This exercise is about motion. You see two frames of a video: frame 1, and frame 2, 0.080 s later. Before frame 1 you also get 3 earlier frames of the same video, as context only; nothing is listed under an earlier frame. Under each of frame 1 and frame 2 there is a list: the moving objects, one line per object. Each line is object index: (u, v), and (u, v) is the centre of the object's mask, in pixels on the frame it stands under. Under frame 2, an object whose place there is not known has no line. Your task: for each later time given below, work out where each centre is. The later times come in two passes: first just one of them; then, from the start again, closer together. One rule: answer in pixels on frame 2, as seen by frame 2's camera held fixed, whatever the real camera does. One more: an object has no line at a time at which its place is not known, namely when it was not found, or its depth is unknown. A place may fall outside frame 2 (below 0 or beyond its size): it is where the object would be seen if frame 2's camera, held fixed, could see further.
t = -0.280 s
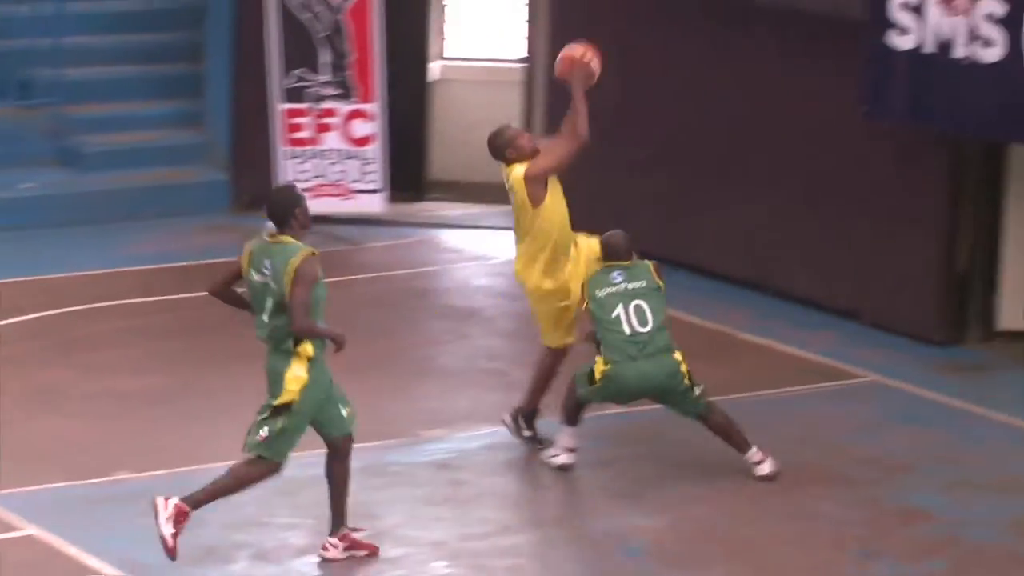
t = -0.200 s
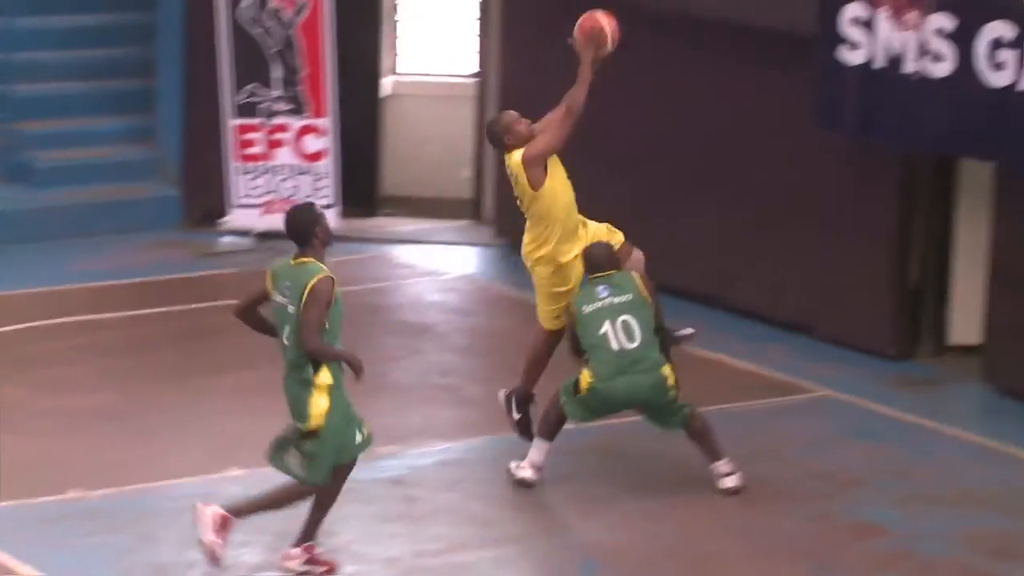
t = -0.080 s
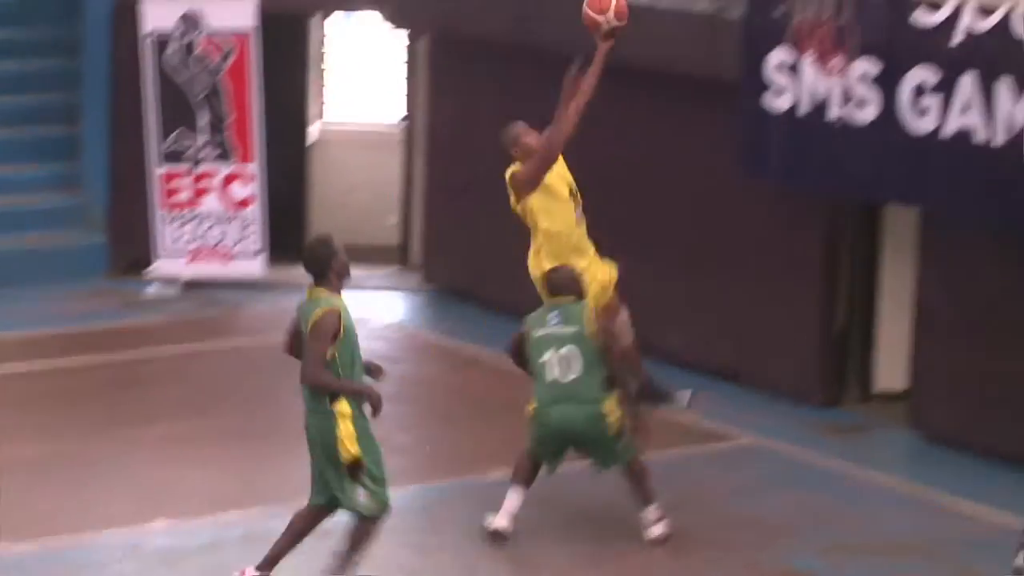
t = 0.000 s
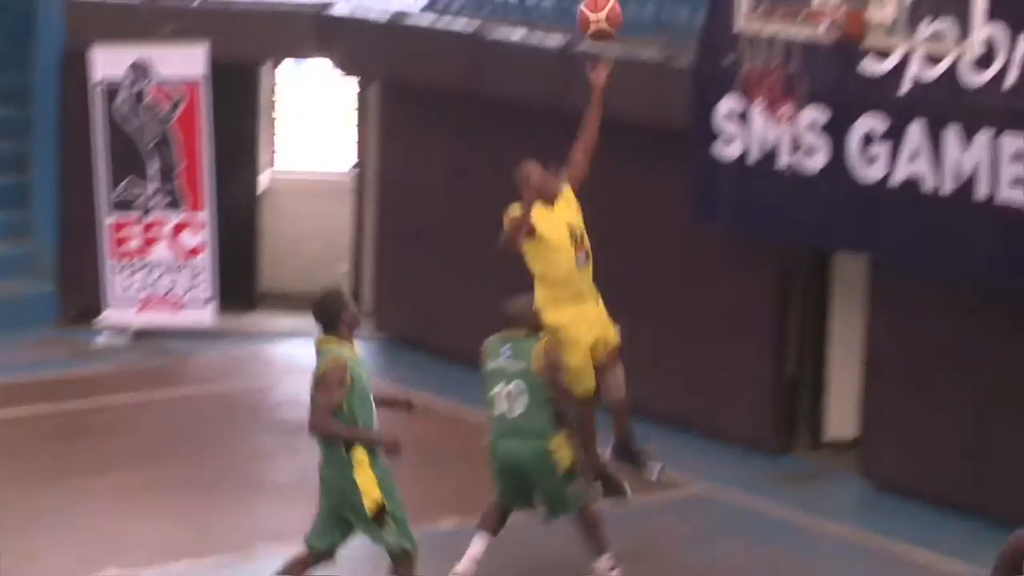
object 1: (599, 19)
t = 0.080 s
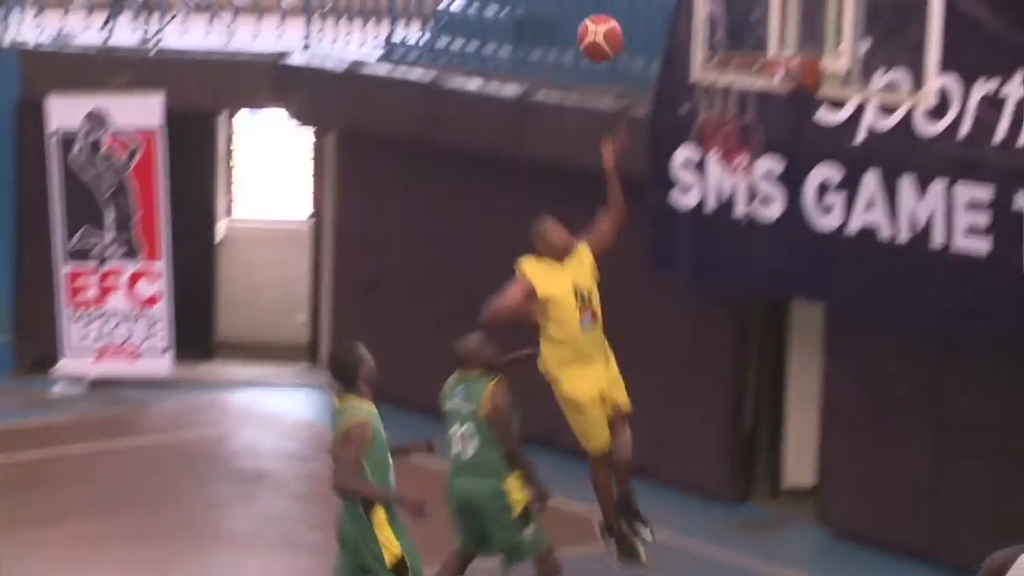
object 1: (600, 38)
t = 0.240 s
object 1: (687, 16)
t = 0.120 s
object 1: (621, 28)
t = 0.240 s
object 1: (687, 16)
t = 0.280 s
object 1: (708, 19)
